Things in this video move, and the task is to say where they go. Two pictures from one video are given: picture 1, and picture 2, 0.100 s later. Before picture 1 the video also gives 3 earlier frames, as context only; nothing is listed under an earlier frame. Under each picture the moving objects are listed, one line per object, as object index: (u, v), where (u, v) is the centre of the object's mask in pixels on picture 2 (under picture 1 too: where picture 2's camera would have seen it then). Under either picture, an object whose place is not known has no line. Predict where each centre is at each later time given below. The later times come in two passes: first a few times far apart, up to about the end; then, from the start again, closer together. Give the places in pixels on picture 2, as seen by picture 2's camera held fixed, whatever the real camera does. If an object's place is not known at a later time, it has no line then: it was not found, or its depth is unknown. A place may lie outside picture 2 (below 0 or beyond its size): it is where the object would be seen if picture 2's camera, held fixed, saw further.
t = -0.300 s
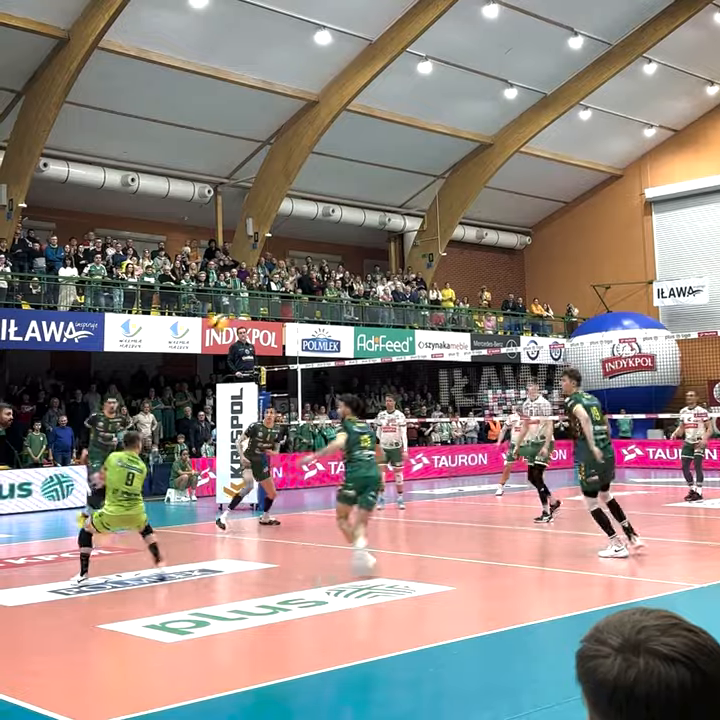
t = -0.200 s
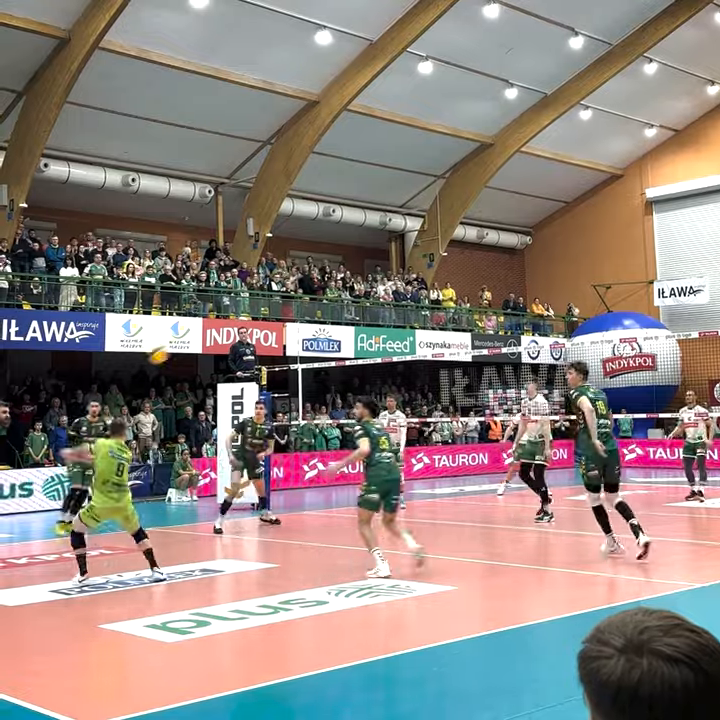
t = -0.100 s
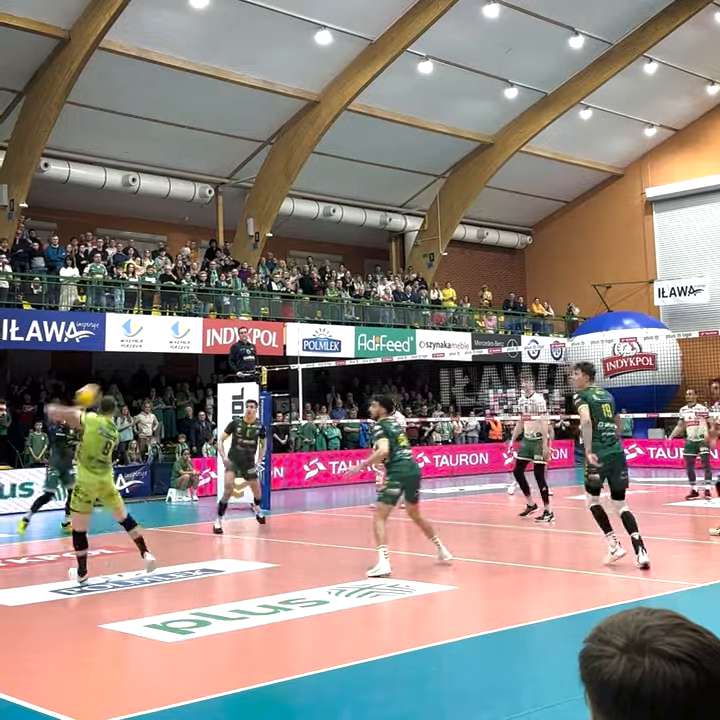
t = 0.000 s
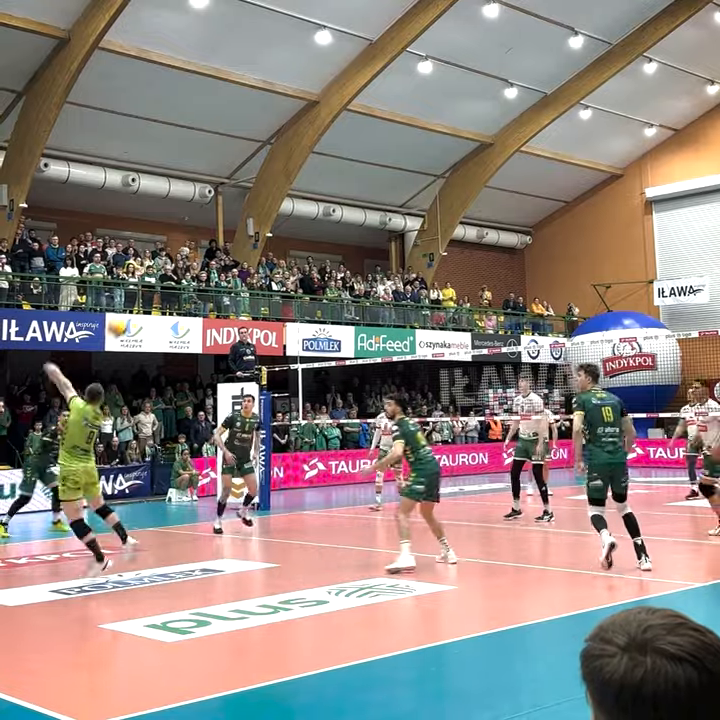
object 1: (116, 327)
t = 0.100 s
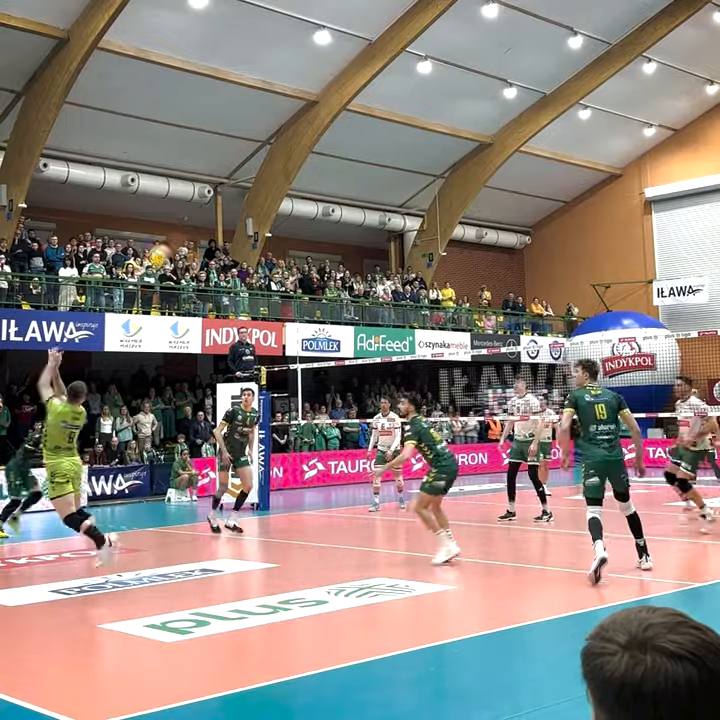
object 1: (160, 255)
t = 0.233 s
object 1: (211, 182)
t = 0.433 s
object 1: (281, 108)
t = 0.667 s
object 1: (356, 70)
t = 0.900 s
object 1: (426, 77)
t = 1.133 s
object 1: (493, 127)
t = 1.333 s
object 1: (547, 201)
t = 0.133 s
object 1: (172, 235)
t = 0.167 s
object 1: (185, 218)
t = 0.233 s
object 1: (211, 182)
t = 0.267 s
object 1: (223, 167)
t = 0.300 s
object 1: (236, 152)
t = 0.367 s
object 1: (258, 128)
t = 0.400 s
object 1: (269, 117)
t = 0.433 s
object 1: (281, 108)
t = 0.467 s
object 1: (292, 99)
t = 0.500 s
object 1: (303, 91)
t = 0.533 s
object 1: (314, 85)
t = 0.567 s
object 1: (324, 81)
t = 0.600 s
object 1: (335, 76)
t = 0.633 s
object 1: (346, 72)
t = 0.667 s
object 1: (356, 70)
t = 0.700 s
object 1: (366, 68)
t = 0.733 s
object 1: (377, 67)
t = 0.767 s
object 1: (387, 67)
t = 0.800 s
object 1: (397, 69)
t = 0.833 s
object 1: (406, 71)
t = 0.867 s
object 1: (415, 74)
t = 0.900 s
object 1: (426, 77)
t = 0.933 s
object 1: (436, 82)
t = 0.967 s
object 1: (445, 86)
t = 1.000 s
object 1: (455, 93)
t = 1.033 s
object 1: (465, 100)
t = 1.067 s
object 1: (474, 108)
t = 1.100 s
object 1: (483, 116)
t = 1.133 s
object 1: (493, 127)
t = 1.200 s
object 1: (512, 146)
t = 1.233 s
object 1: (521, 160)
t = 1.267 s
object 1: (530, 173)
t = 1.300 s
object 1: (539, 187)
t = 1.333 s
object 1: (547, 201)
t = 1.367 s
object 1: (556, 216)
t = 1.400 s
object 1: (565, 232)
